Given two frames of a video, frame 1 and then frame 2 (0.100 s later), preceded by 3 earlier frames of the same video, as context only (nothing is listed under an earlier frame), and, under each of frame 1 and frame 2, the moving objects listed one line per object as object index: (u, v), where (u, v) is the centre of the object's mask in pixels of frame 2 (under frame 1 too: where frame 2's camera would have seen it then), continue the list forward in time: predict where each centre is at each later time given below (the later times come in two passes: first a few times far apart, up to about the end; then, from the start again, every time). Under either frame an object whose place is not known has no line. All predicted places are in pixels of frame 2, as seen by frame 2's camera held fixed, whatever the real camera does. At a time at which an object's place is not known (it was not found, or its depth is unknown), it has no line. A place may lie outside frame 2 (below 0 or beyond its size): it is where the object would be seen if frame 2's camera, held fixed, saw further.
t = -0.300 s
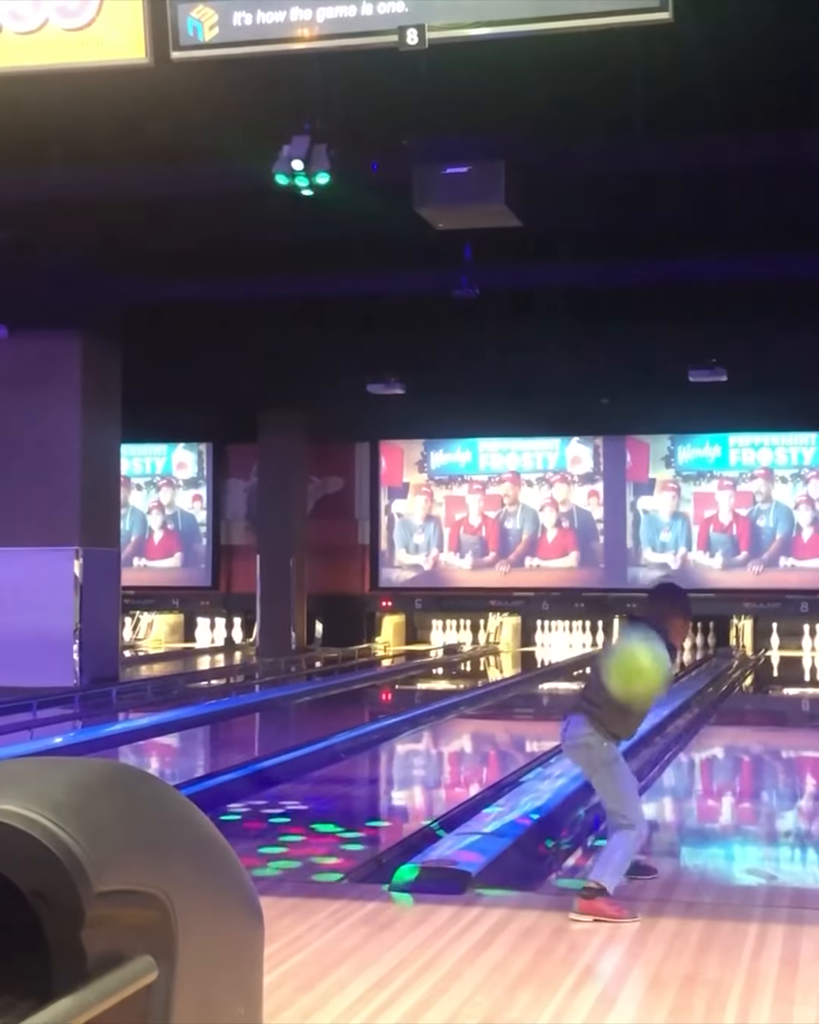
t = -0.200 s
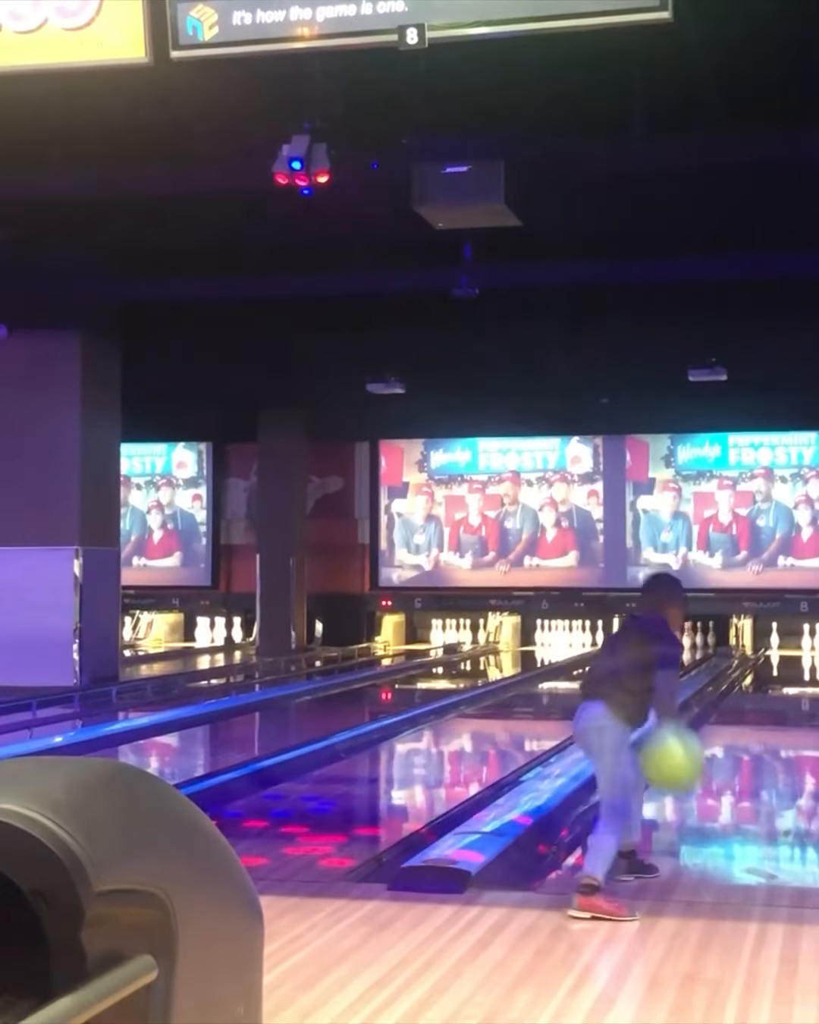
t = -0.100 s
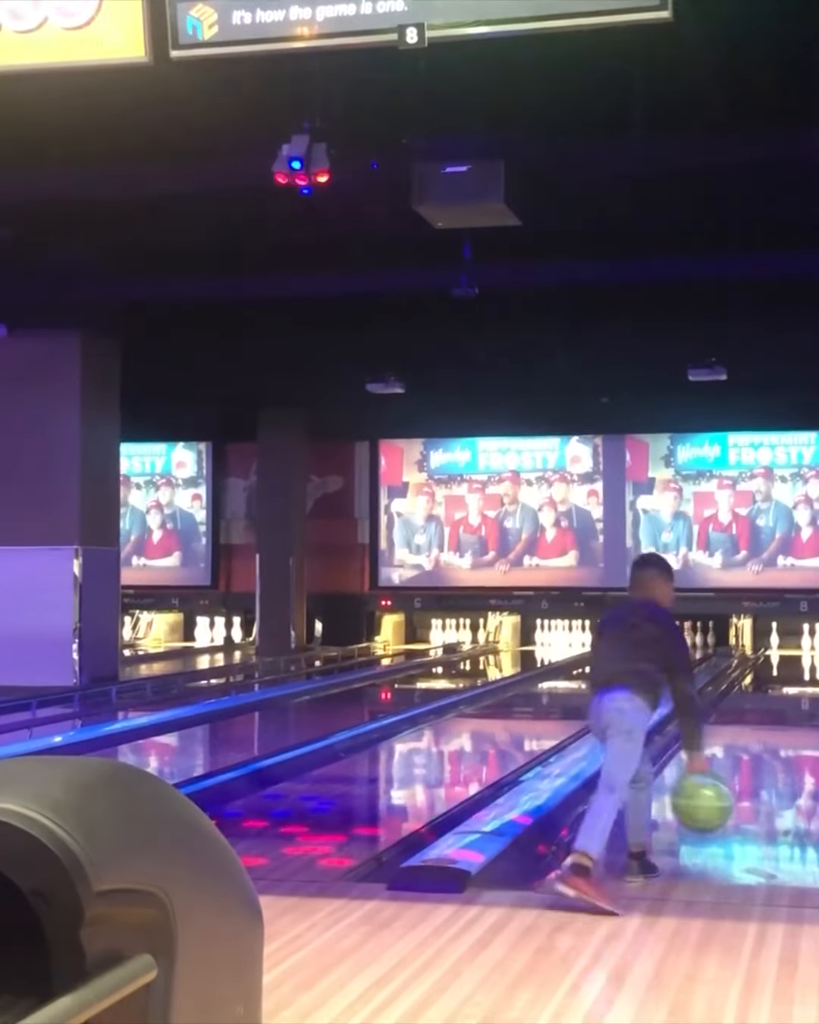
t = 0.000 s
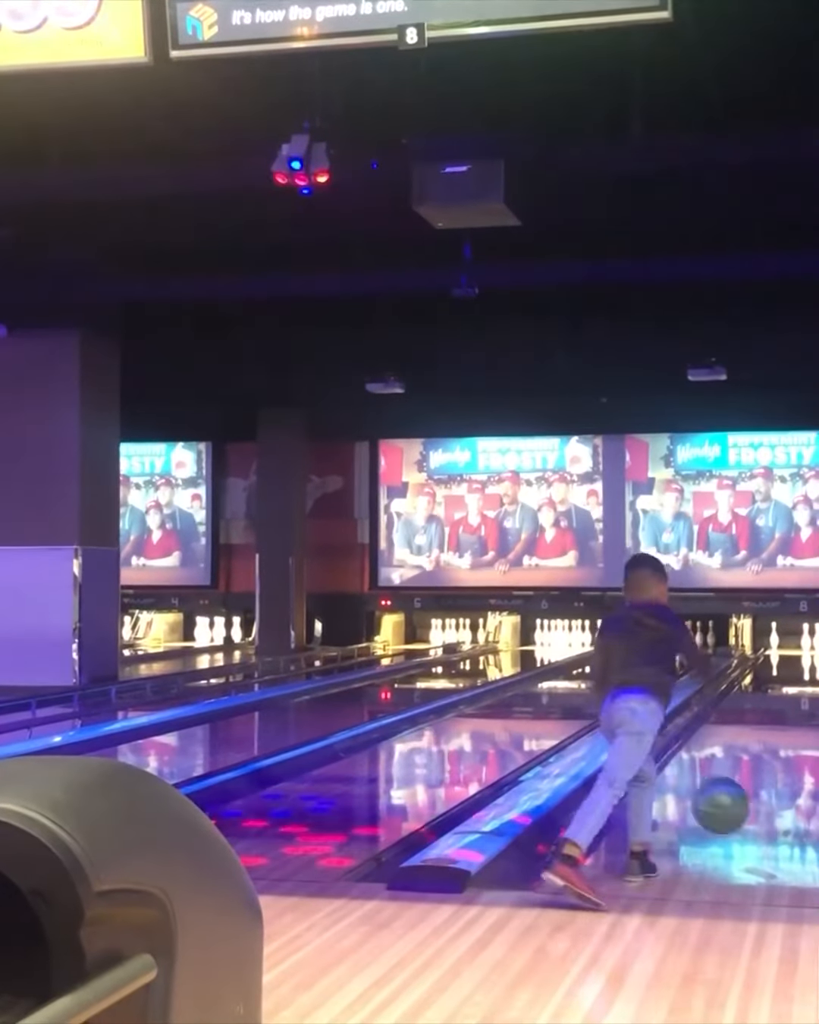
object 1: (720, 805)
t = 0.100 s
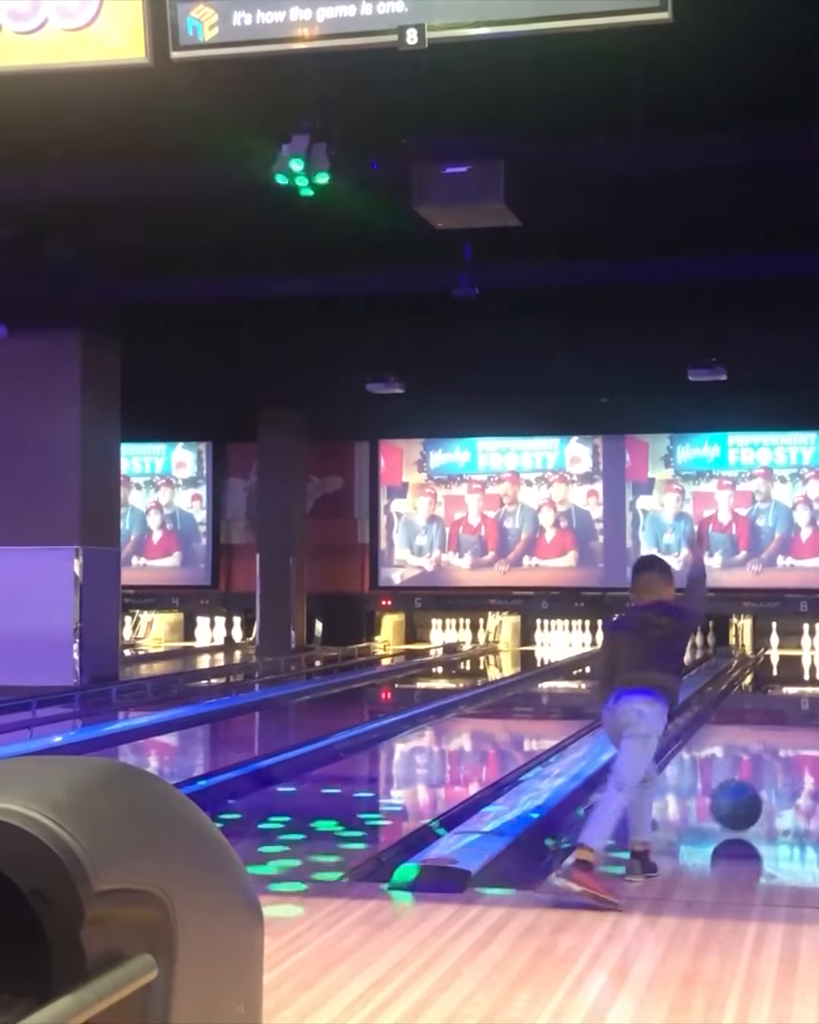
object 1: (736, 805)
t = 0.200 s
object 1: (748, 790)
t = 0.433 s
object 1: (771, 756)
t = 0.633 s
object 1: (785, 734)
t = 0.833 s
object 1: (796, 717)
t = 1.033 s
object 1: (804, 706)
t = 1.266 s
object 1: (811, 695)
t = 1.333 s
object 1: (812, 692)
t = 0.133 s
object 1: (740, 798)
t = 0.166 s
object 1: (744, 794)
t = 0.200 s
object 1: (748, 790)
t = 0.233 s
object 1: (753, 782)
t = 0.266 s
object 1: (755, 779)
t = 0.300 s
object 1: (759, 773)
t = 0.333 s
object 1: (762, 769)
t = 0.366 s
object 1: (766, 764)
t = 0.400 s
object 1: (768, 760)
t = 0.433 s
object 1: (771, 756)
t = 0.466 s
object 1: (773, 752)
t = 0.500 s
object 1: (776, 747)
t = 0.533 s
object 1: (778, 744)
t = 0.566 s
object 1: (781, 740)
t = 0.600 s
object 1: (782, 738)
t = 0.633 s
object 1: (785, 734)
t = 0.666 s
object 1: (786, 731)
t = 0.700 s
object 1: (789, 728)
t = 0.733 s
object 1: (791, 725)
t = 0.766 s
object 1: (792, 723)
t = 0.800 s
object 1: (794, 720)
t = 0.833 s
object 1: (796, 717)
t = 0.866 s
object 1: (797, 716)
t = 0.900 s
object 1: (799, 714)
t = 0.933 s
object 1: (801, 712)
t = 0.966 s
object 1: (802, 710)
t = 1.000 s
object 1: (803, 708)
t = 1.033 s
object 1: (804, 706)
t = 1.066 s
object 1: (806, 704)
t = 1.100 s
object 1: (807, 699)
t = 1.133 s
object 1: (809, 698)
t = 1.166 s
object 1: (810, 697)
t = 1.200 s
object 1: (810, 696)
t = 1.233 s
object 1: (811, 696)
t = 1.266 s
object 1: (811, 695)
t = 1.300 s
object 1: (811, 693)
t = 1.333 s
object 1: (812, 692)
